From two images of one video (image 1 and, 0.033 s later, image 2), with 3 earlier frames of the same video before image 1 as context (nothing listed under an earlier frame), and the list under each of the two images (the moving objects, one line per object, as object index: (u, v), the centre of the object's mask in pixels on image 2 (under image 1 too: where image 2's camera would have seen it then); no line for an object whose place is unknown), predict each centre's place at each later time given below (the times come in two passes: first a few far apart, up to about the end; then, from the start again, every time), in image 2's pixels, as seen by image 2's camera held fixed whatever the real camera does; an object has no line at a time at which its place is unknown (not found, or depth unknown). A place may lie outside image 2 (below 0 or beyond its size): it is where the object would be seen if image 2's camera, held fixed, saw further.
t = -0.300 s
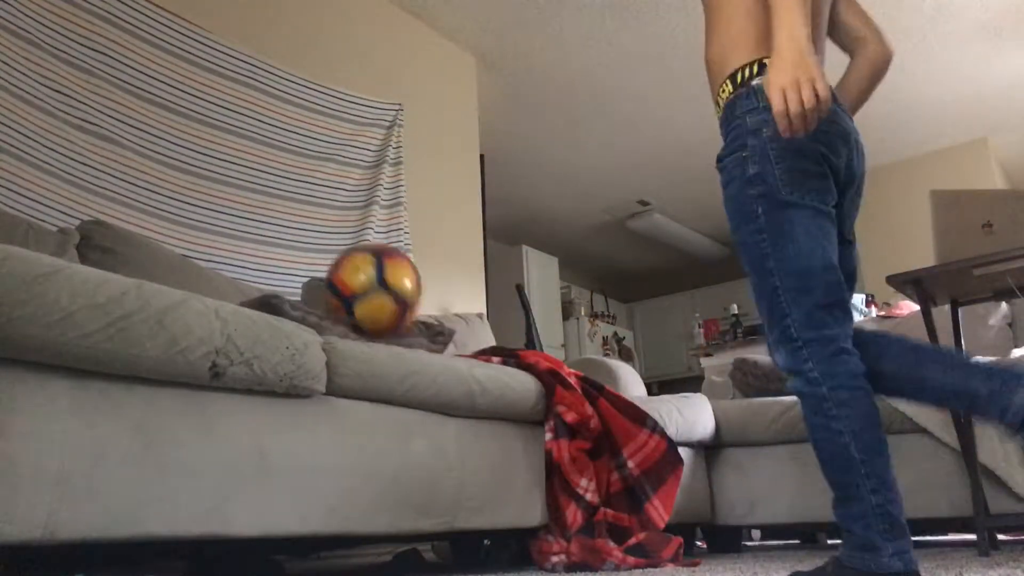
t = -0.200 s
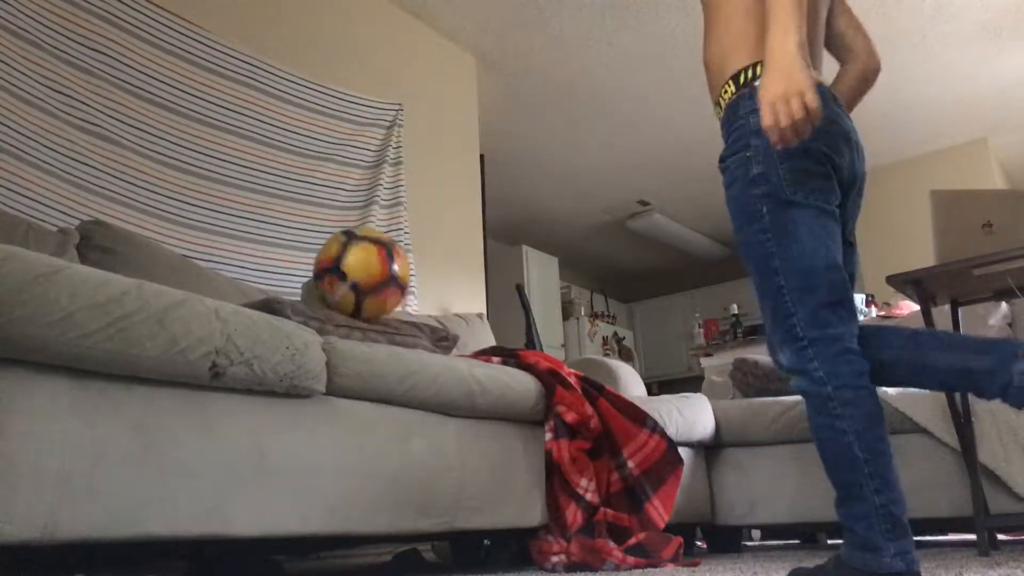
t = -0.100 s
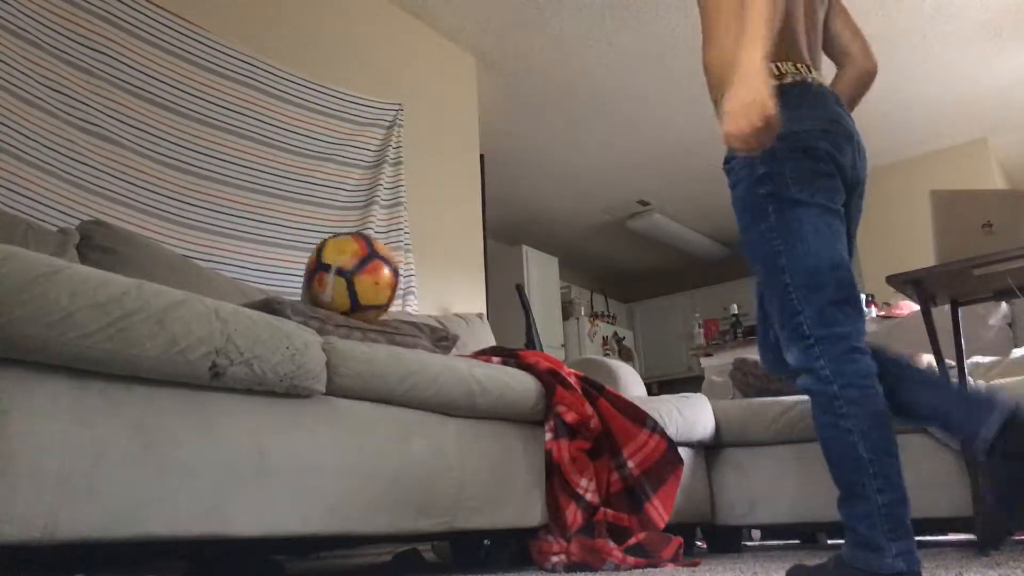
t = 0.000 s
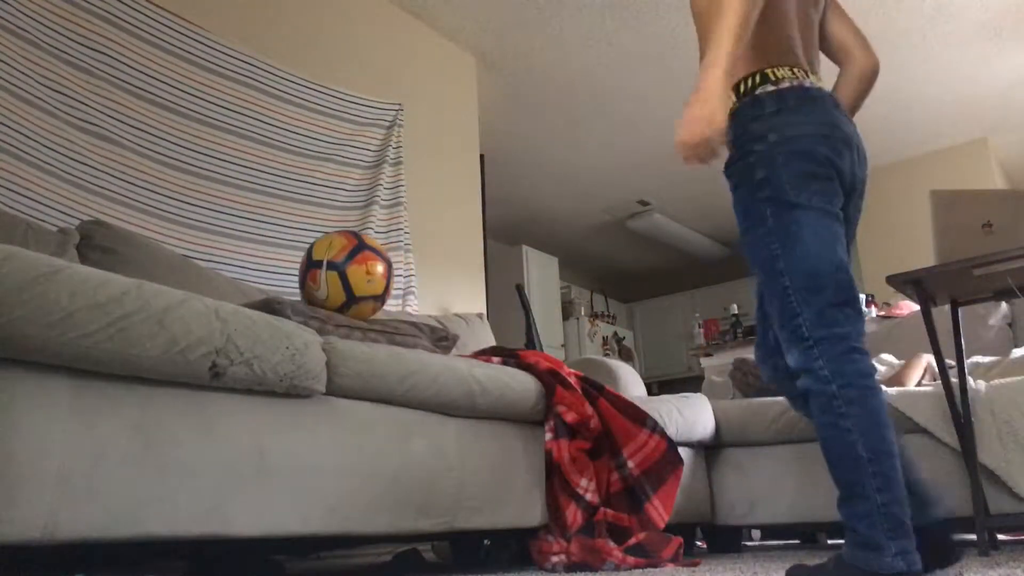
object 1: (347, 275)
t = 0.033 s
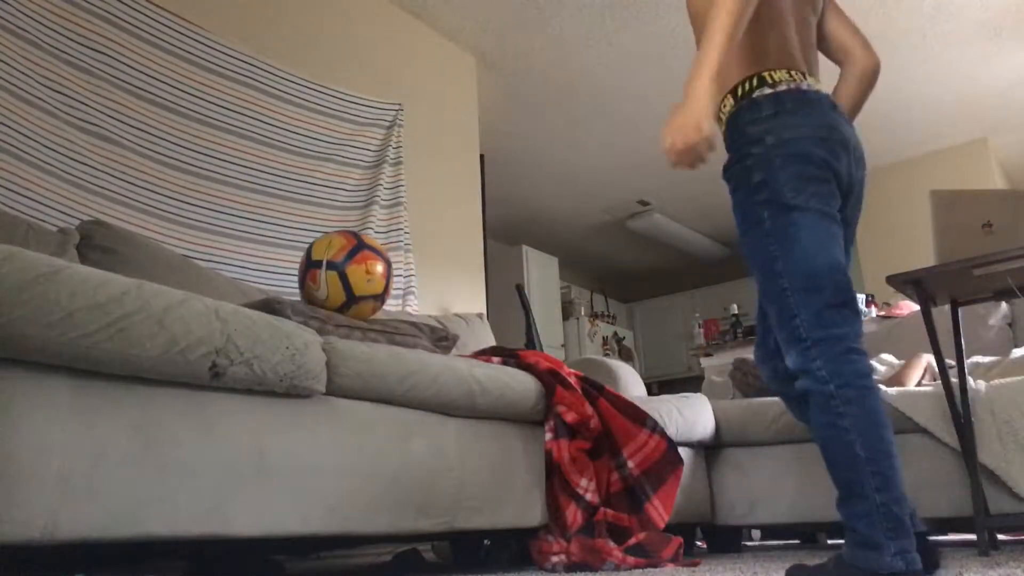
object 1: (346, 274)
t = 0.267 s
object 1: (358, 278)
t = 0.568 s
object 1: (424, 313)
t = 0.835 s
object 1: (524, 371)
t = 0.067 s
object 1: (346, 274)
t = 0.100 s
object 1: (346, 275)
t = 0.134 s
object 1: (347, 275)
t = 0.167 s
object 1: (349, 276)
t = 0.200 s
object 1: (351, 276)
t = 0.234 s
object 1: (354, 277)
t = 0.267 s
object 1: (358, 278)
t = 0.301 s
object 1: (362, 280)
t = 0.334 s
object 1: (368, 281)
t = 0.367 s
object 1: (374, 283)
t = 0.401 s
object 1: (379, 287)
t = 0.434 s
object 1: (386, 290)
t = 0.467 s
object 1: (396, 292)
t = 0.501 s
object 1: (402, 299)
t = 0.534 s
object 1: (413, 307)
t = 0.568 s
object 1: (424, 313)
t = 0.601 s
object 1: (434, 311)
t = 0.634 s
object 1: (444, 307)
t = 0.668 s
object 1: (456, 305)
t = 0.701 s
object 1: (468, 308)
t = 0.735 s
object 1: (480, 315)
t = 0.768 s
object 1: (492, 327)
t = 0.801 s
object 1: (506, 346)
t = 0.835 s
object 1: (524, 371)
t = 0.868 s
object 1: (540, 402)
